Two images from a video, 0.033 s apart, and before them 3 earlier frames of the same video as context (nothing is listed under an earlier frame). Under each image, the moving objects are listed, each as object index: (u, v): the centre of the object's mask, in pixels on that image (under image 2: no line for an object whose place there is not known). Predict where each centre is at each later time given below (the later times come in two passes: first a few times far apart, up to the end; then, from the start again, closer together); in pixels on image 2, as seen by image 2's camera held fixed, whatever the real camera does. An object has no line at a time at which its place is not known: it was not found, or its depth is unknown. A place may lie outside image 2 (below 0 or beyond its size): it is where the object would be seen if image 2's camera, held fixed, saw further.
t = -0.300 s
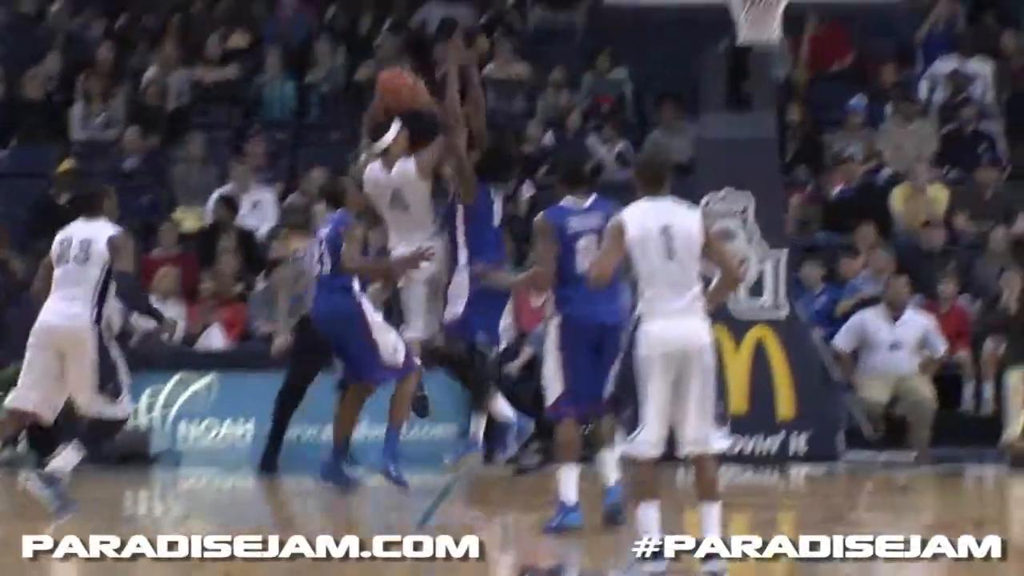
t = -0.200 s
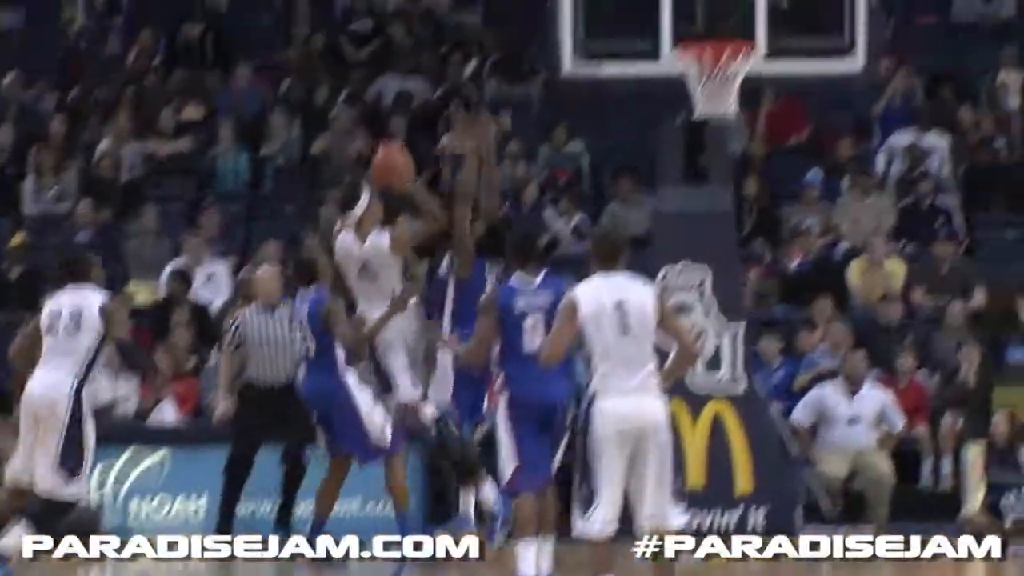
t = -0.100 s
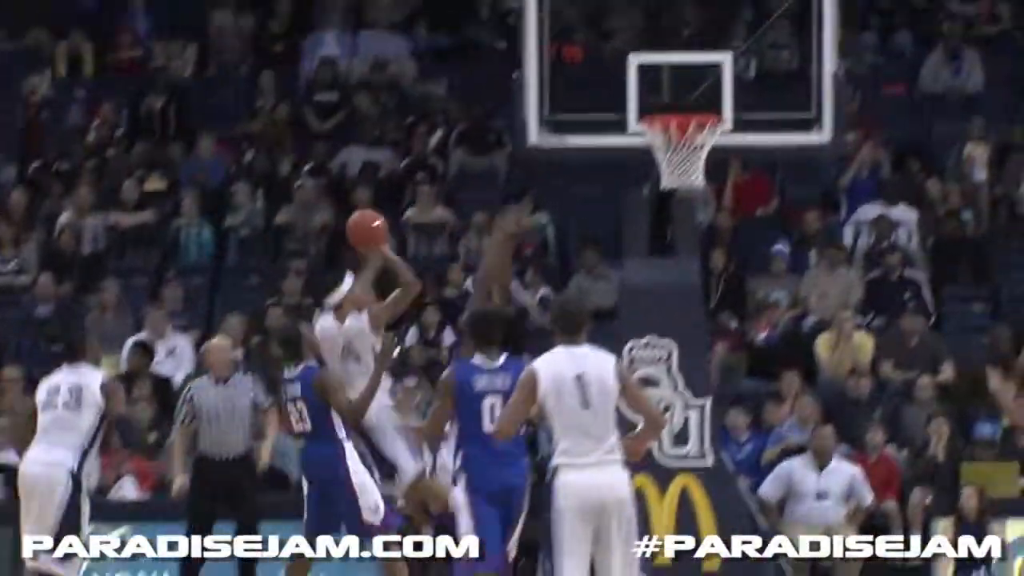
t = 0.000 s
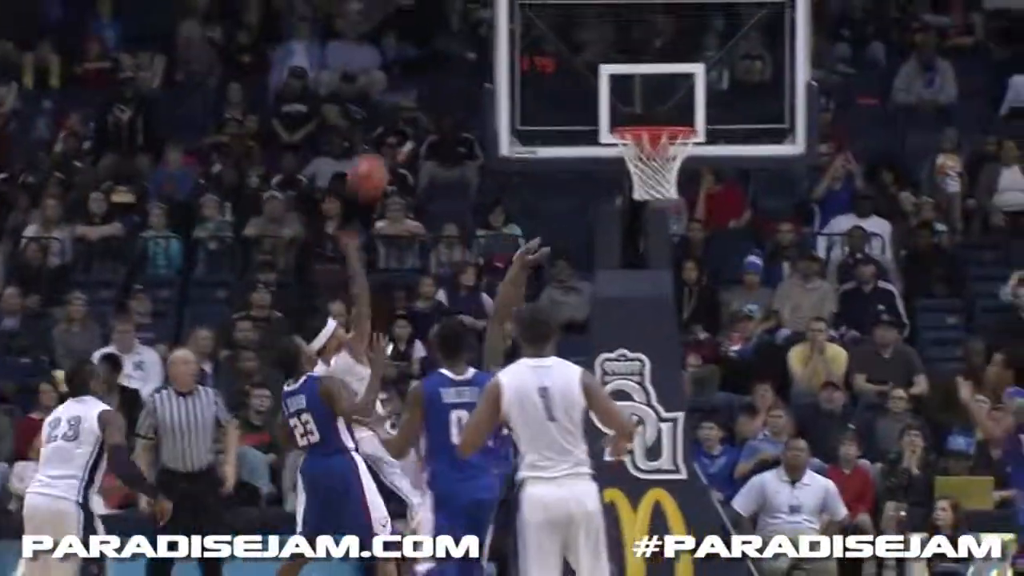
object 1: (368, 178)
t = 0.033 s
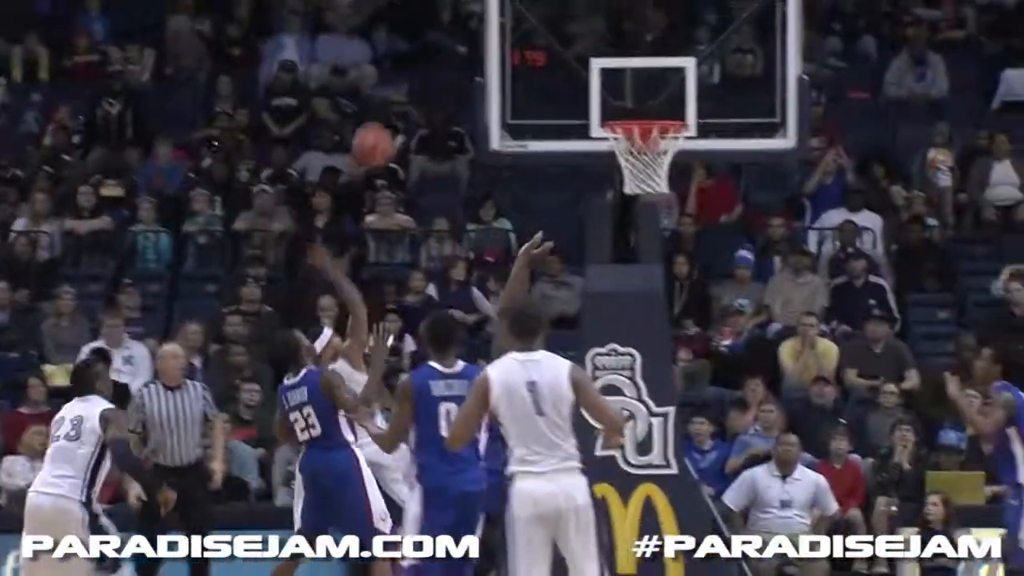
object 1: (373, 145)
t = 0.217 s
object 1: (450, 56)
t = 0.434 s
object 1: (542, 20)
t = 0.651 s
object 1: (634, 62)
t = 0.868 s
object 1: (685, 78)
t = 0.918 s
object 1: (688, 75)
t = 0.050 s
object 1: (380, 136)
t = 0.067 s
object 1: (386, 126)
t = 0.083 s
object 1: (393, 114)
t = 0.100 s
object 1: (401, 107)
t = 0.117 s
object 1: (407, 96)
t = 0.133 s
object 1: (415, 90)
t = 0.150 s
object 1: (422, 82)
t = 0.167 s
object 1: (429, 74)
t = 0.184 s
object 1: (436, 67)
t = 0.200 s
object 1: (443, 61)
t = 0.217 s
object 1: (450, 56)
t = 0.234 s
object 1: (457, 49)
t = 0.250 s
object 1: (464, 45)
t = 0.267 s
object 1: (471, 40)
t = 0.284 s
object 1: (478, 36)
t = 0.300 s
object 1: (486, 32)
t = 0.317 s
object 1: (492, 29)
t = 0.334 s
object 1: (500, 27)
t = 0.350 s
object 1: (507, 24)
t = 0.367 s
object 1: (514, 22)
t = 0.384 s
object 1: (521, 21)
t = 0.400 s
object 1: (528, 20)
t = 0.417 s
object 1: (534, 20)
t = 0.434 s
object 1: (542, 20)
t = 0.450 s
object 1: (549, 20)
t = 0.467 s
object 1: (555, 22)
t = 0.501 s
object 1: (570, 26)
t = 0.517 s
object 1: (577, 27)
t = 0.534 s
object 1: (584, 30)
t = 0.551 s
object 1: (591, 34)
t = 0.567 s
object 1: (599, 37)
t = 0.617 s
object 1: (620, 51)
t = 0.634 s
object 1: (627, 56)
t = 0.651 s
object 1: (634, 62)
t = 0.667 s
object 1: (641, 69)
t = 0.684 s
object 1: (648, 77)
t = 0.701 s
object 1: (655, 86)
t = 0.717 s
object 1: (662, 92)
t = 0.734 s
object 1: (668, 99)
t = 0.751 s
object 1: (672, 103)
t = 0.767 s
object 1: (674, 99)
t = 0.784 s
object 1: (676, 94)
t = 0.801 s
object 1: (677, 90)
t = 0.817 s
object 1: (679, 87)
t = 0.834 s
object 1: (681, 83)
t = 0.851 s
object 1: (683, 81)
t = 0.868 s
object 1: (685, 78)
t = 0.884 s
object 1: (686, 77)
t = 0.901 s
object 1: (686, 76)
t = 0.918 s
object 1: (688, 75)
